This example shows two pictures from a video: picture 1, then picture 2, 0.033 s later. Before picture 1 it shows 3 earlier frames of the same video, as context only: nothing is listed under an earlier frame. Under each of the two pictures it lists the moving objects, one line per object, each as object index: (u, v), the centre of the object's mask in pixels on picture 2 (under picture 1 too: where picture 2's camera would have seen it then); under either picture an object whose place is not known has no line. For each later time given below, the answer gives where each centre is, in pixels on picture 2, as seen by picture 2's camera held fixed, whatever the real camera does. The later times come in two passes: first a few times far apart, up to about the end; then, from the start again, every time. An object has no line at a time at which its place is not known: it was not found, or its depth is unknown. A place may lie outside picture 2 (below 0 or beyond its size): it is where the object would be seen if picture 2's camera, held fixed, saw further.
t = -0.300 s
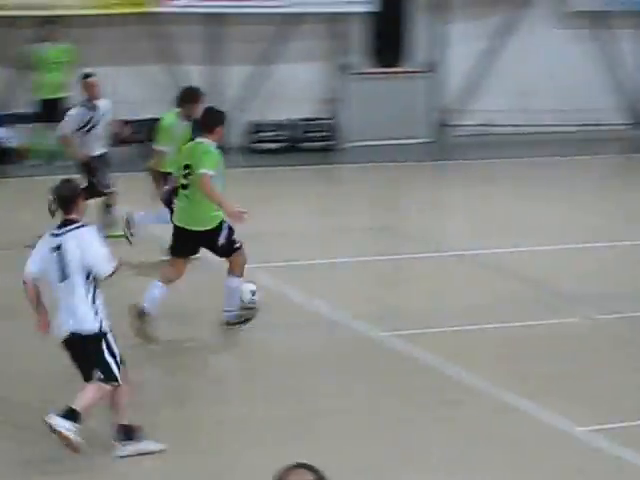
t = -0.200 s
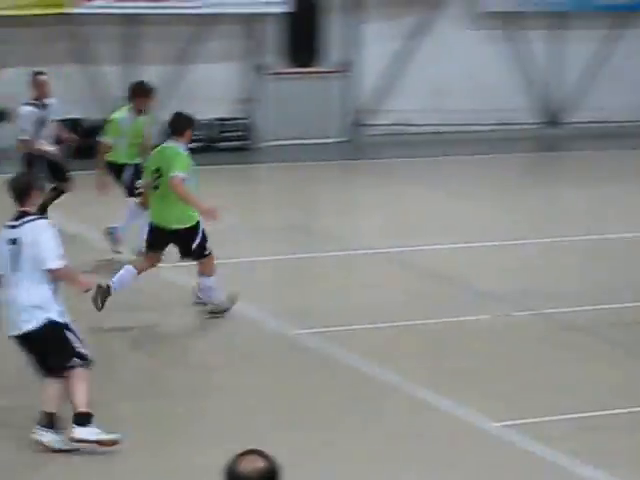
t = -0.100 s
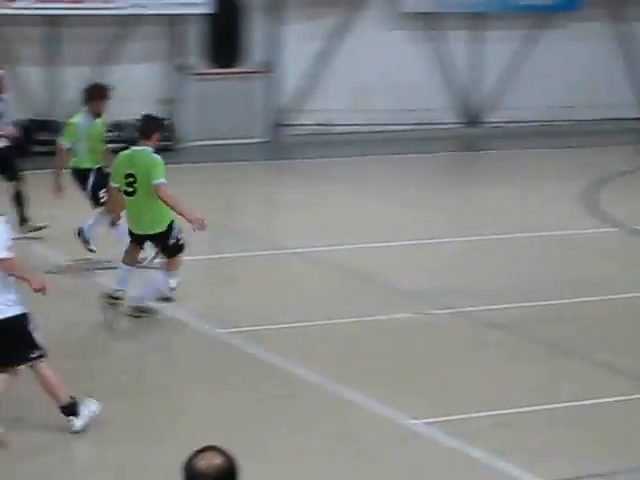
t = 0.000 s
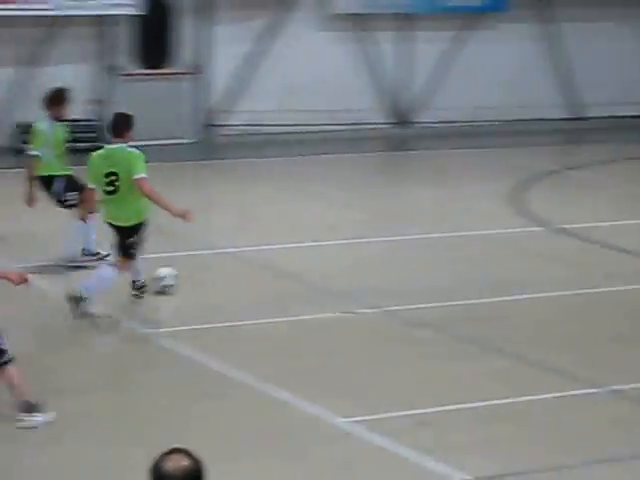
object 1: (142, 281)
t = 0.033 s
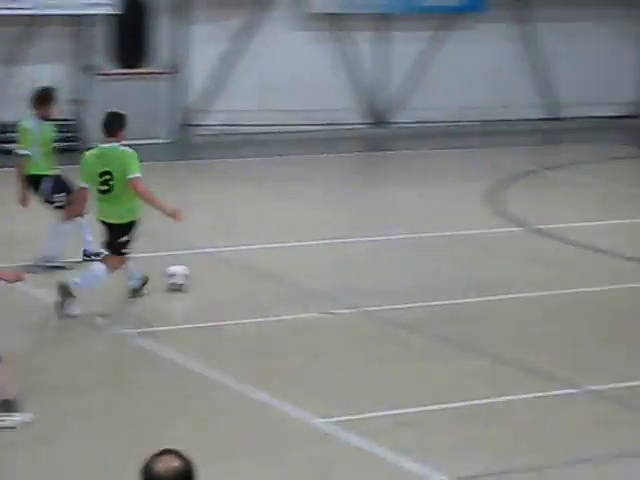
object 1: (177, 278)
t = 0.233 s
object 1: (356, 261)
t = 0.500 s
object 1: (542, 246)
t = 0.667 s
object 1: (634, 239)
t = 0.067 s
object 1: (210, 274)
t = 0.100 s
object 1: (241, 271)
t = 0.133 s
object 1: (271, 269)
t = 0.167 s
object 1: (302, 266)
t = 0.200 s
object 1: (329, 263)
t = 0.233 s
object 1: (356, 261)
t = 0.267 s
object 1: (382, 259)
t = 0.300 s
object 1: (407, 256)
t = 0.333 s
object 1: (432, 254)
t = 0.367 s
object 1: (455, 252)
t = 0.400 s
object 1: (479, 250)
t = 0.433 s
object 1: (501, 249)
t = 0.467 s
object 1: (522, 247)
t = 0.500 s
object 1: (542, 246)
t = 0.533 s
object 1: (562, 245)
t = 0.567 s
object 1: (581, 243)
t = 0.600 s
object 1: (599, 241)
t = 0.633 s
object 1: (618, 240)
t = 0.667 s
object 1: (634, 239)
